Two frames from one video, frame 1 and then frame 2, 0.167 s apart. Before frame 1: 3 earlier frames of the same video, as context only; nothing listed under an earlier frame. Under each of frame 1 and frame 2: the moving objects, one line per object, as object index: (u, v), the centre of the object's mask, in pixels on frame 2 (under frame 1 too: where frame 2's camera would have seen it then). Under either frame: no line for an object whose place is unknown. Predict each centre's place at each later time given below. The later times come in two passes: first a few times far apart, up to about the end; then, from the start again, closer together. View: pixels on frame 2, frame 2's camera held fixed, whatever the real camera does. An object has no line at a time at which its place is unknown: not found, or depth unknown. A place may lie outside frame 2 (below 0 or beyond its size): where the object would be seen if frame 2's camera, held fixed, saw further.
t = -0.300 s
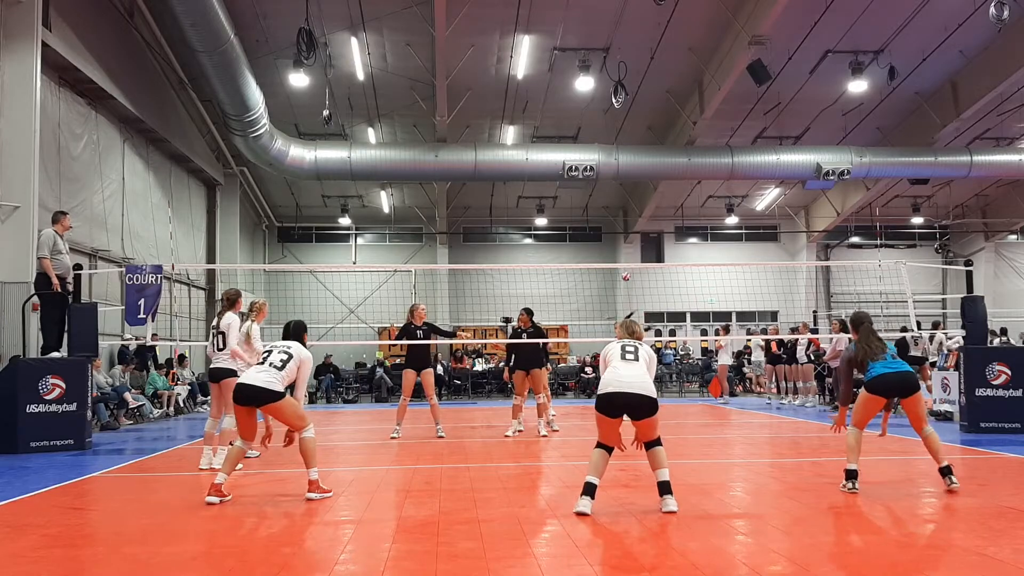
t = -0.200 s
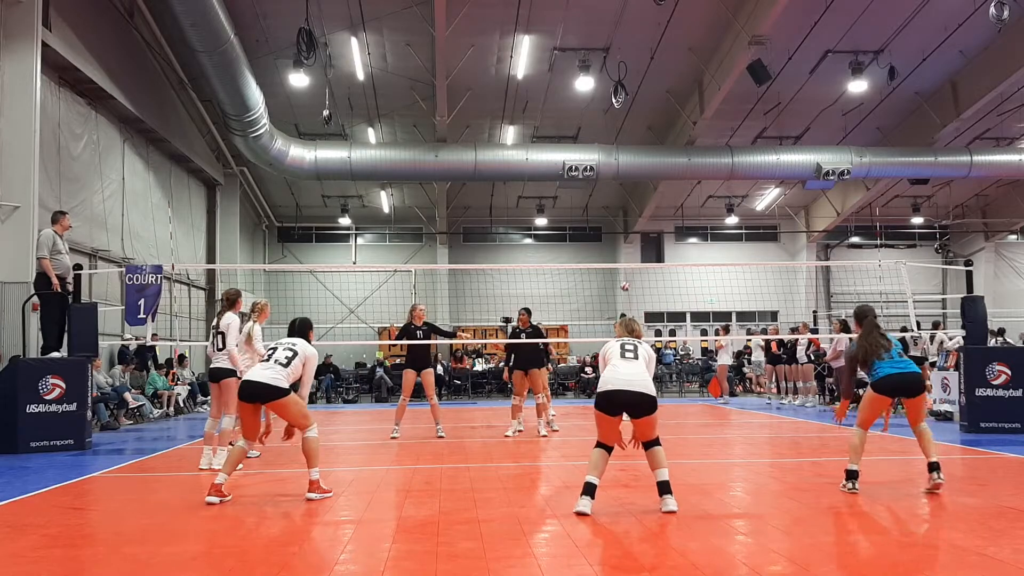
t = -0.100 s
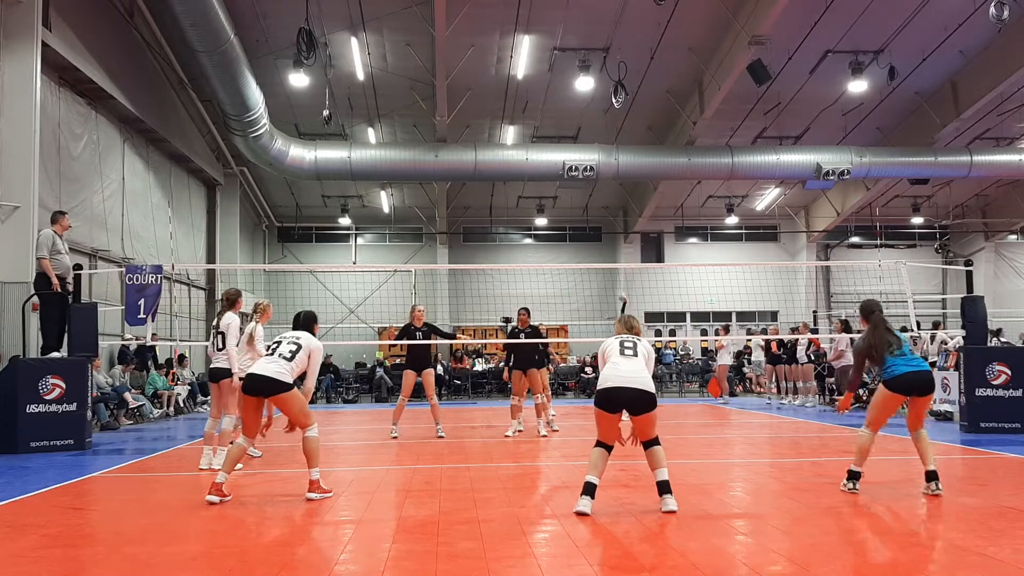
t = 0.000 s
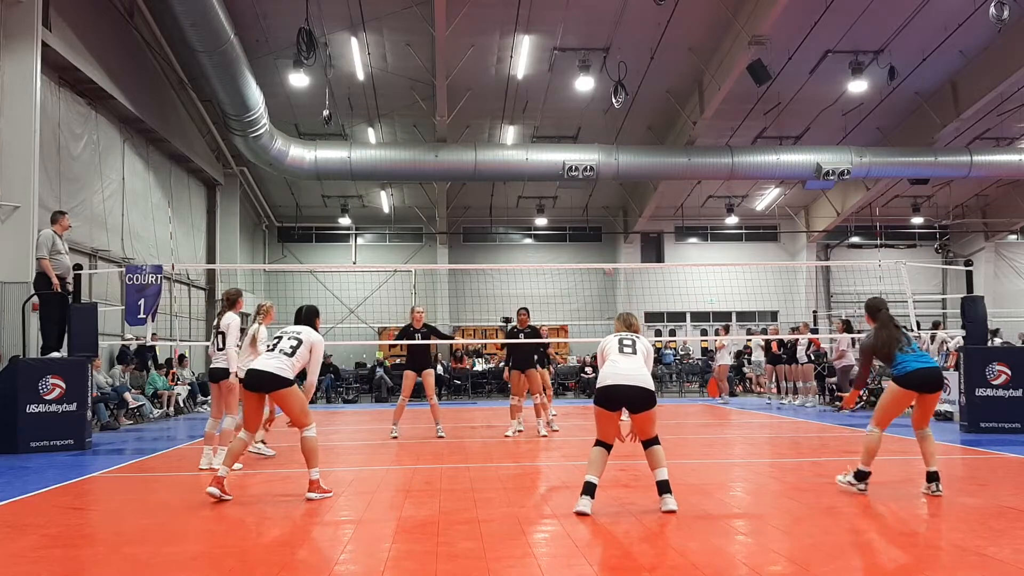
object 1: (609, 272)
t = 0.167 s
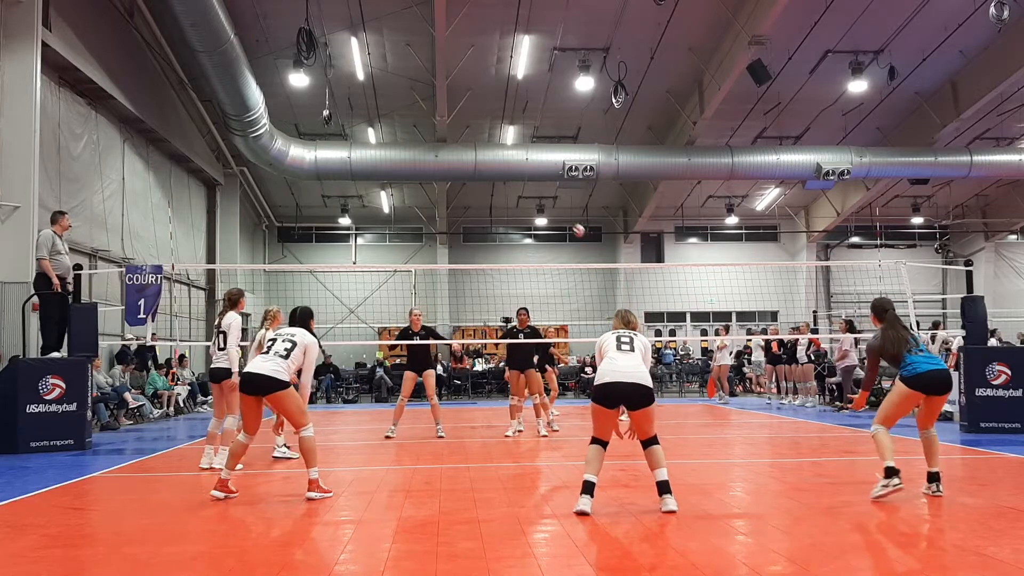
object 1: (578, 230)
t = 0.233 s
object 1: (566, 217)
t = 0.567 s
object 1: (481, 170)
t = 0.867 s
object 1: (354, 186)
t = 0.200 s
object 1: (572, 223)
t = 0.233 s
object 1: (566, 217)
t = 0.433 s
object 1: (521, 184)
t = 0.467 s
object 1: (512, 180)
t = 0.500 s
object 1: (502, 177)
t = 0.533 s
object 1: (492, 173)
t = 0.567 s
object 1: (481, 170)
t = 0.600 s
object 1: (470, 168)
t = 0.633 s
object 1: (458, 166)
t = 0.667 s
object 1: (445, 166)
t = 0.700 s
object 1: (432, 167)
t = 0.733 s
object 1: (418, 168)
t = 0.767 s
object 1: (404, 171)
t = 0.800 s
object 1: (388, 175)
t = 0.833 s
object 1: (371, 180)
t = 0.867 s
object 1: (354, 186)
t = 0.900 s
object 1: (335, 195)
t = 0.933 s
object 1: (315, 206)
